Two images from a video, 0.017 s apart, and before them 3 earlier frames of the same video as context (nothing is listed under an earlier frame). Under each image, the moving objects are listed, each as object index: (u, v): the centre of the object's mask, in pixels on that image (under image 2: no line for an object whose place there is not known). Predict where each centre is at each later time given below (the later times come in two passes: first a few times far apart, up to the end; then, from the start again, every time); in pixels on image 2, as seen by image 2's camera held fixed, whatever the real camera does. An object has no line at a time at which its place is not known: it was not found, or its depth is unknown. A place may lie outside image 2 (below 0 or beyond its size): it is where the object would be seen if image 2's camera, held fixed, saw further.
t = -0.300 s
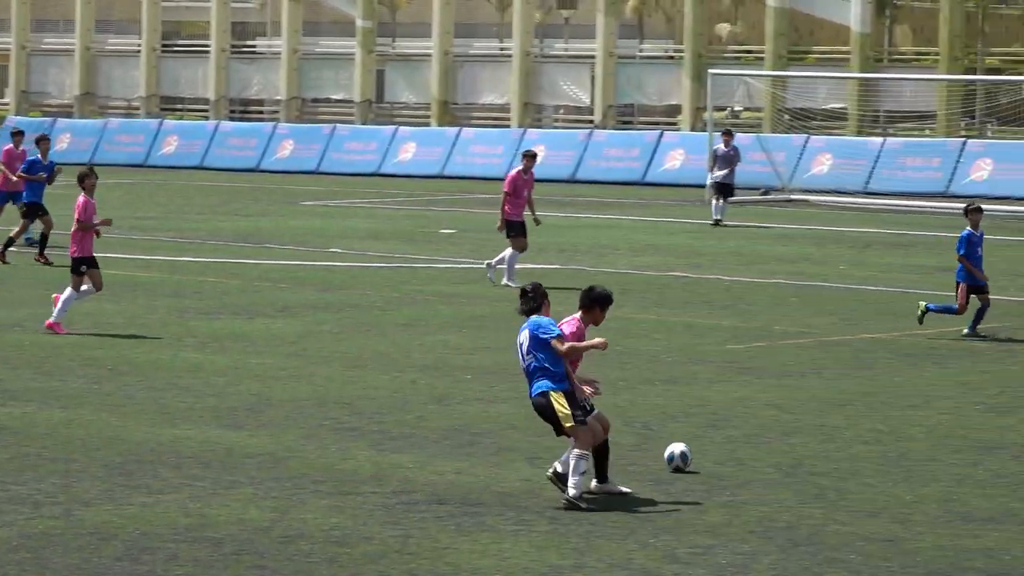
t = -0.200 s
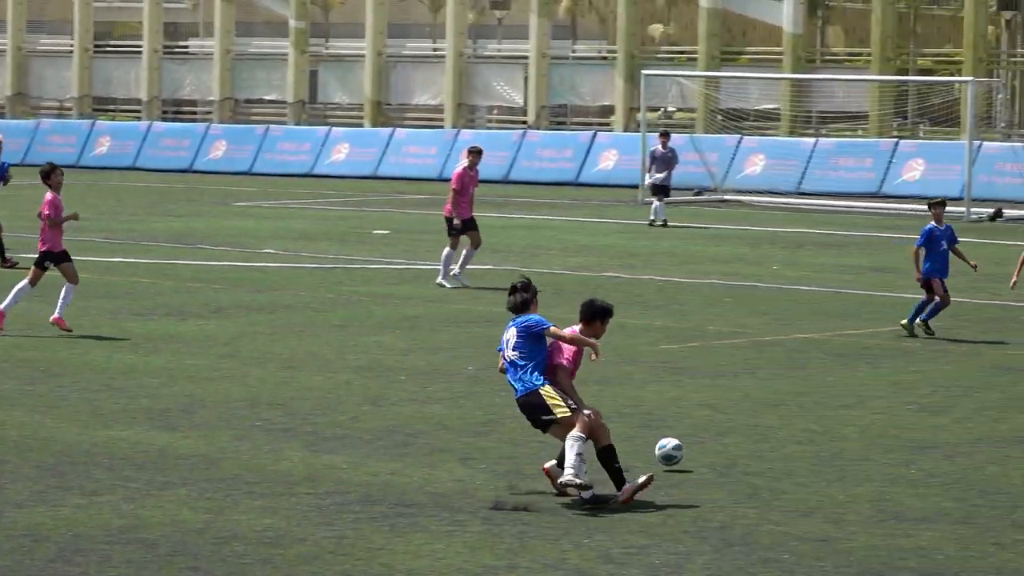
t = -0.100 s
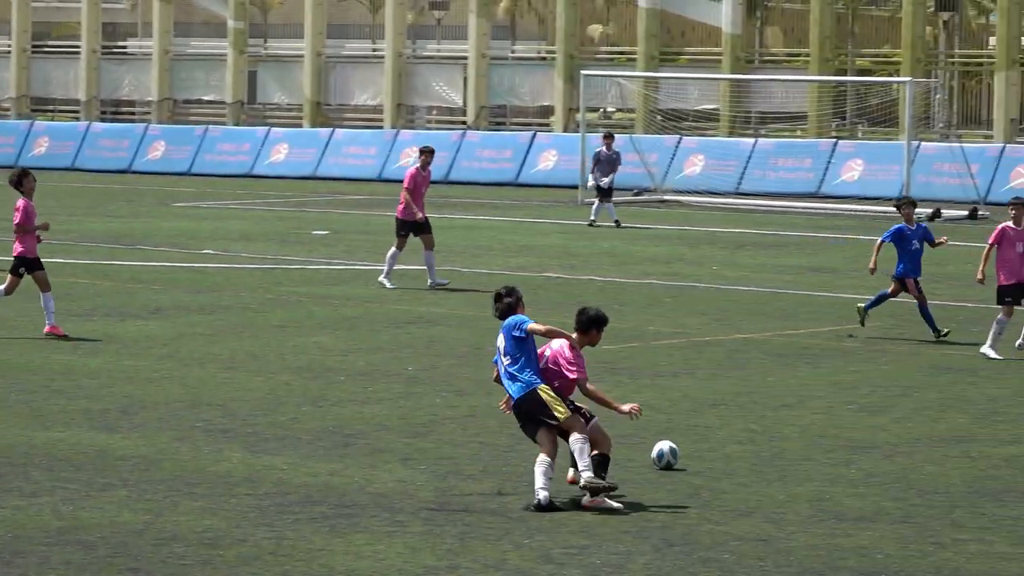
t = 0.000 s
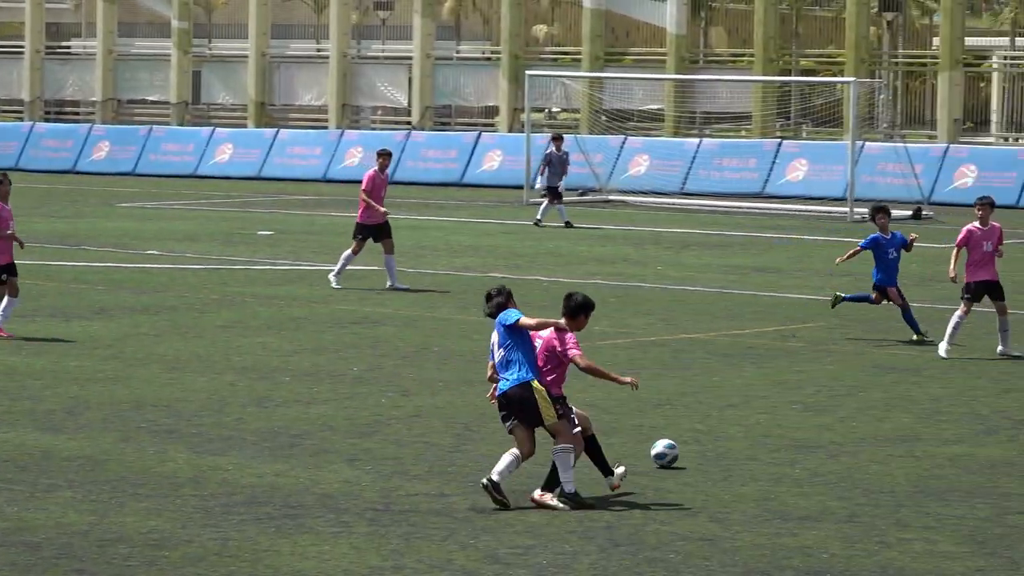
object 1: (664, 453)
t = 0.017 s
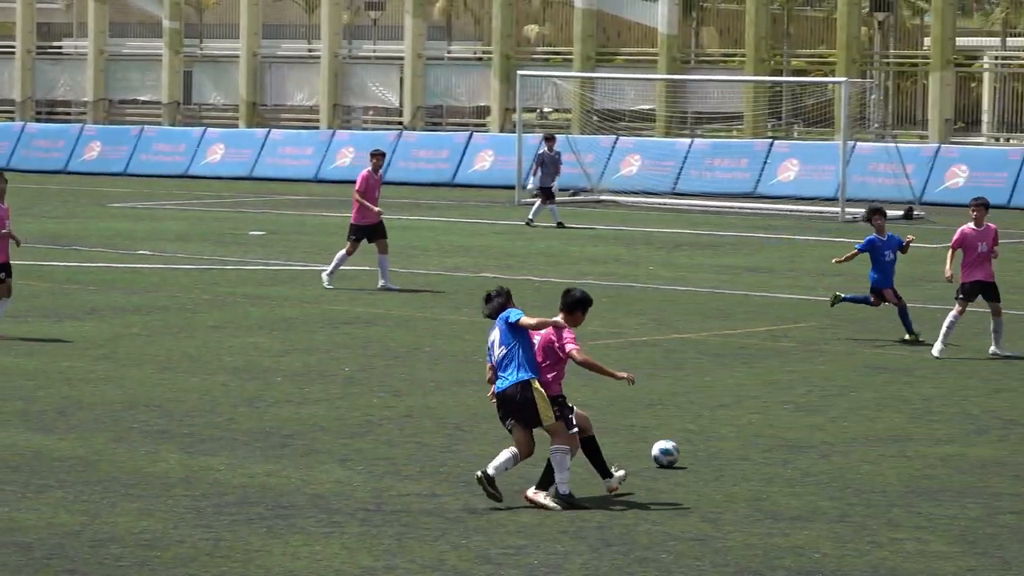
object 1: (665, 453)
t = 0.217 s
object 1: (762, 452)
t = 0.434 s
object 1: (865, 451)
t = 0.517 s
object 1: (903, 450)
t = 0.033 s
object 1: (674, 453)
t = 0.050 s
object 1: (681, 453)
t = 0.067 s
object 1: (689, 452)
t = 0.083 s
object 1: (698, 451)
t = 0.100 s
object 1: (706, 451)
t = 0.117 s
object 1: (714, 451)
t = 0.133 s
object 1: (723, 452)
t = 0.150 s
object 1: (731, 453)
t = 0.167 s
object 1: (738, 454)
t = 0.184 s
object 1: (746, 453)
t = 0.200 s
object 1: (755, 453)
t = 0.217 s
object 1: (762, 452)
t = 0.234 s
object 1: (771, 453)
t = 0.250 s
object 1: (778, 453)
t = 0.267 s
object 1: (786, 452)
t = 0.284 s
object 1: (795, 452)
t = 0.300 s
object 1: (803, 452)
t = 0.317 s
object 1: (810, 452)
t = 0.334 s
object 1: (818, 452)
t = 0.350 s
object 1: (826, 452)
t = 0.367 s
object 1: (834, 452)
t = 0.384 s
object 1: (842, 452)
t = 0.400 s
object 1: (850, 452)
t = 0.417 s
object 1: (857, 451)
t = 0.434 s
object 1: (865, 451)
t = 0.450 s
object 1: (872, 451)
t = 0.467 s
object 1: (880, 451)
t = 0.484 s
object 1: (888, 450)
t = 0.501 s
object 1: (895, 450)
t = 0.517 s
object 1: (903, 450)
